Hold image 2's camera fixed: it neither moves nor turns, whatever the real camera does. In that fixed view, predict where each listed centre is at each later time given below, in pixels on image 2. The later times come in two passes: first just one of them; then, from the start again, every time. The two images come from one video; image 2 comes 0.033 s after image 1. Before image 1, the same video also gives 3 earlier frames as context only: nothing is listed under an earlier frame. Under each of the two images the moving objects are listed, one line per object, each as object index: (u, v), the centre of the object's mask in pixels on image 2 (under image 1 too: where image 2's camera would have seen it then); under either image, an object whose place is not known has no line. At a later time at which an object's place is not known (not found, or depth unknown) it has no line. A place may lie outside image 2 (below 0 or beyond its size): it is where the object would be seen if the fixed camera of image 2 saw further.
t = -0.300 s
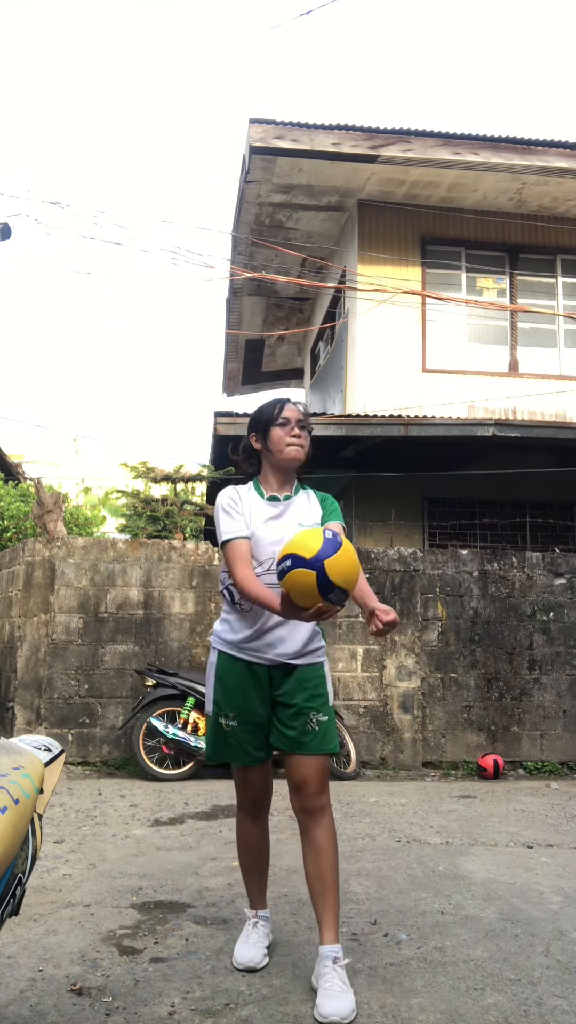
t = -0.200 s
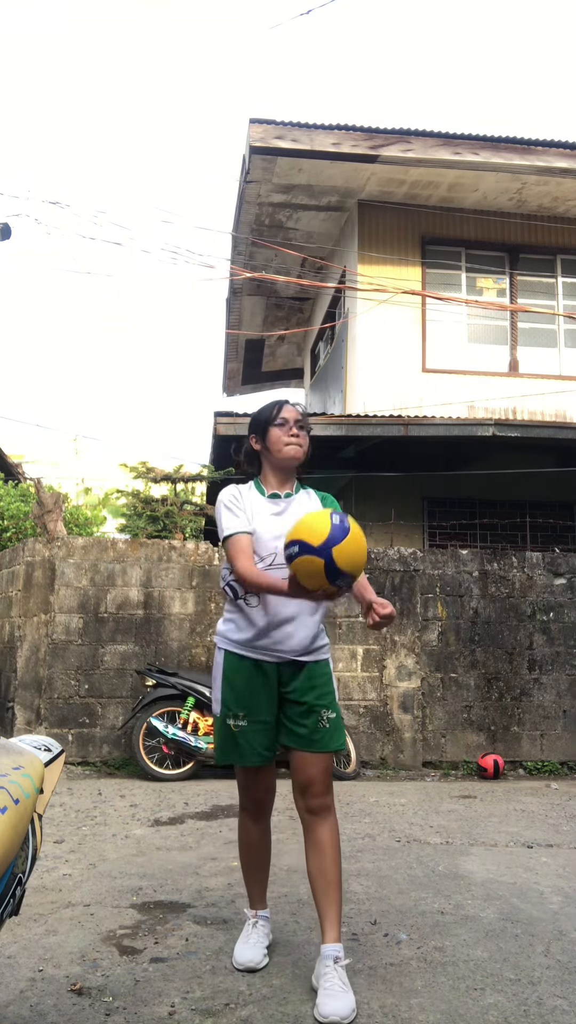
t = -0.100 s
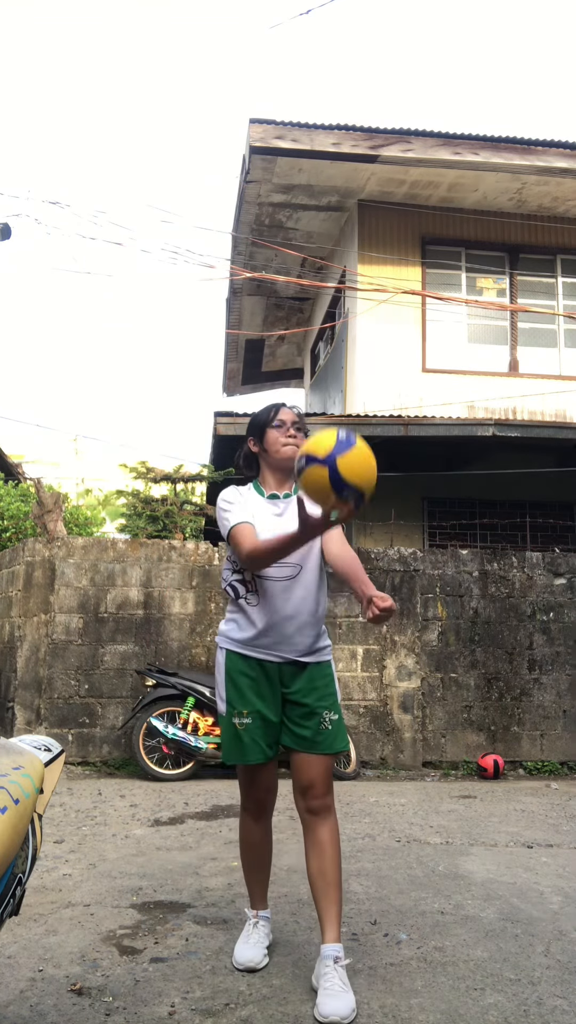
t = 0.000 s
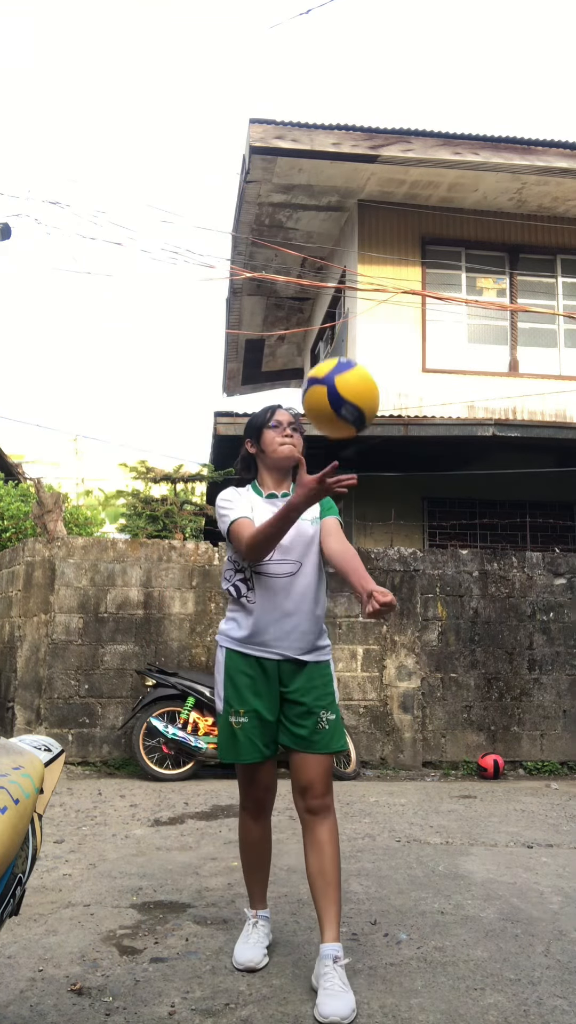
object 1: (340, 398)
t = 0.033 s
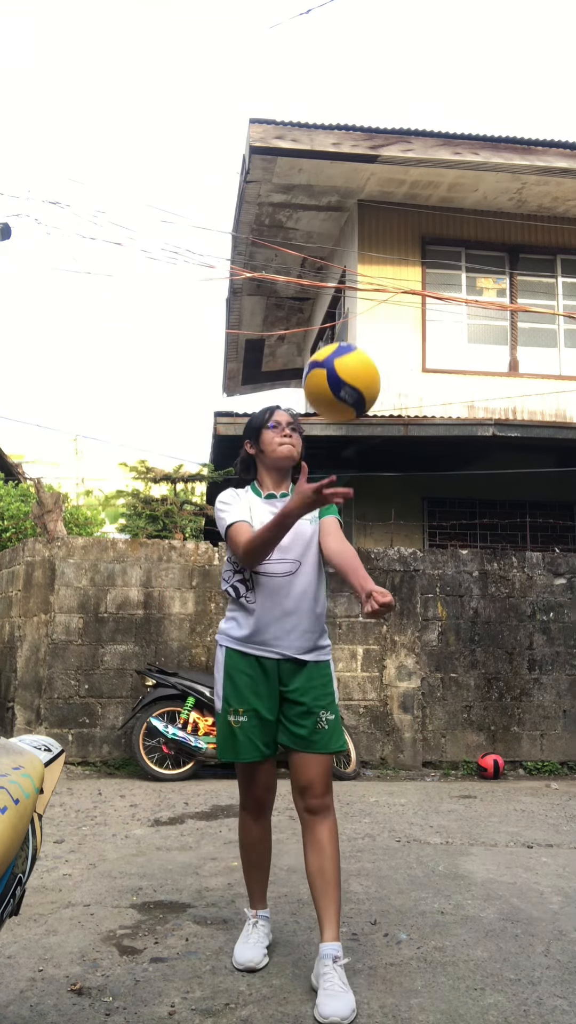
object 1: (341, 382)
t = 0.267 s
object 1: (349, 383)
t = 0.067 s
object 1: (342, 371)
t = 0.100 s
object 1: (344, 364)
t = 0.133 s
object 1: (345, 361)
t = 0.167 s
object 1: (346, 361)
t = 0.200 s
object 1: (347, 365)
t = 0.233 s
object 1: (348, 372)
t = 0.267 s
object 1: (349, 383)
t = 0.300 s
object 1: (351, 397)
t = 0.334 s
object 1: (353, 416)
